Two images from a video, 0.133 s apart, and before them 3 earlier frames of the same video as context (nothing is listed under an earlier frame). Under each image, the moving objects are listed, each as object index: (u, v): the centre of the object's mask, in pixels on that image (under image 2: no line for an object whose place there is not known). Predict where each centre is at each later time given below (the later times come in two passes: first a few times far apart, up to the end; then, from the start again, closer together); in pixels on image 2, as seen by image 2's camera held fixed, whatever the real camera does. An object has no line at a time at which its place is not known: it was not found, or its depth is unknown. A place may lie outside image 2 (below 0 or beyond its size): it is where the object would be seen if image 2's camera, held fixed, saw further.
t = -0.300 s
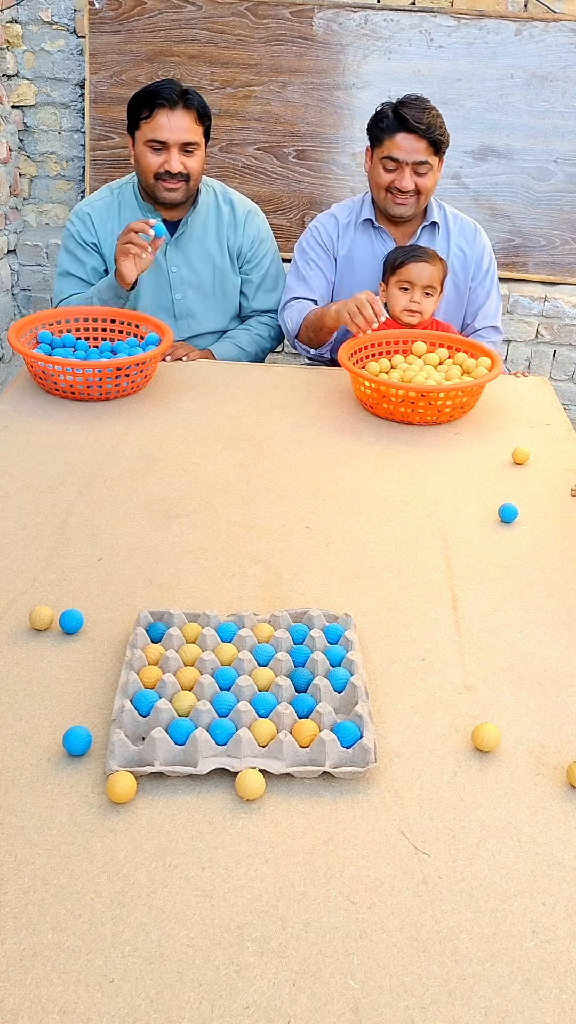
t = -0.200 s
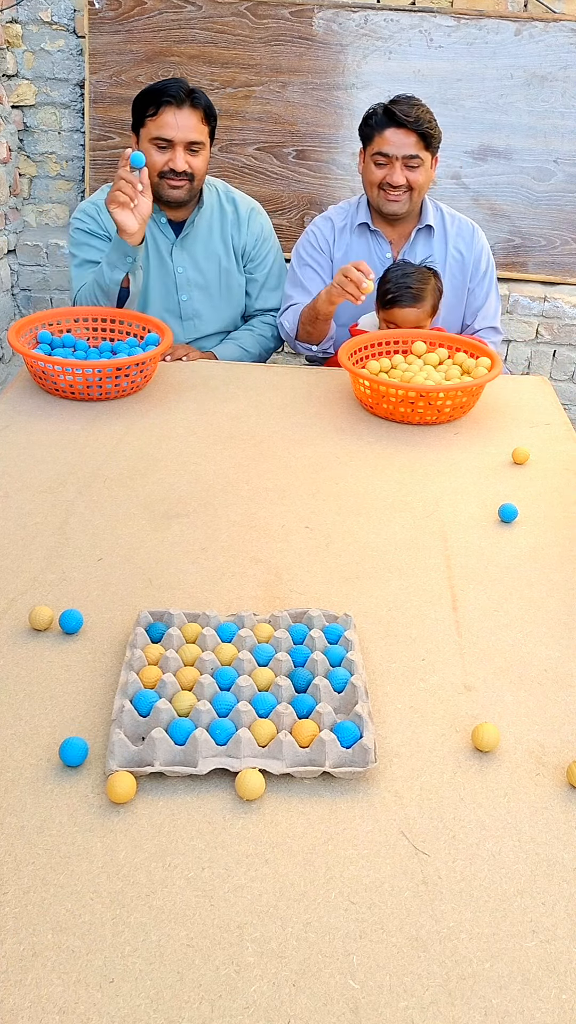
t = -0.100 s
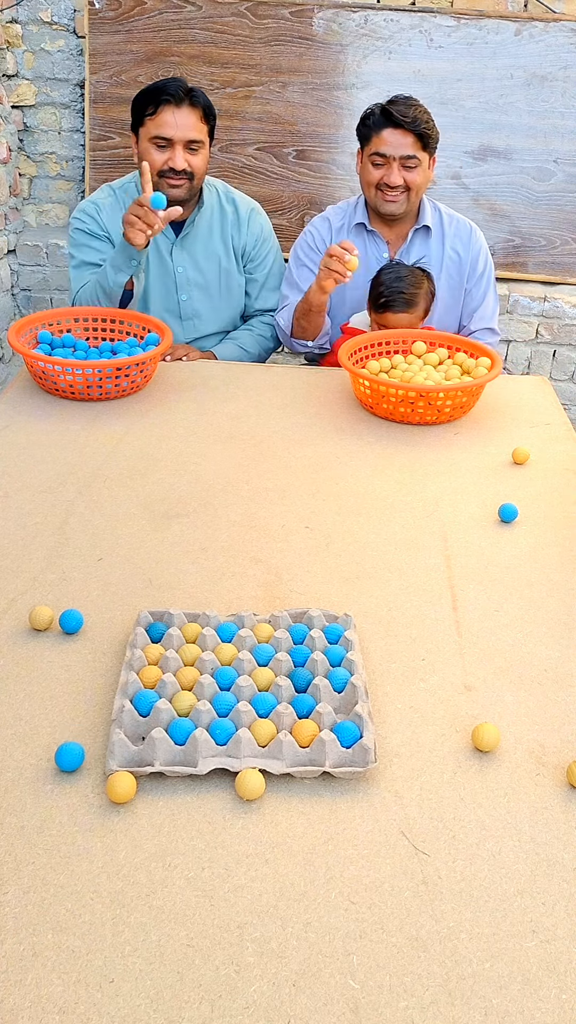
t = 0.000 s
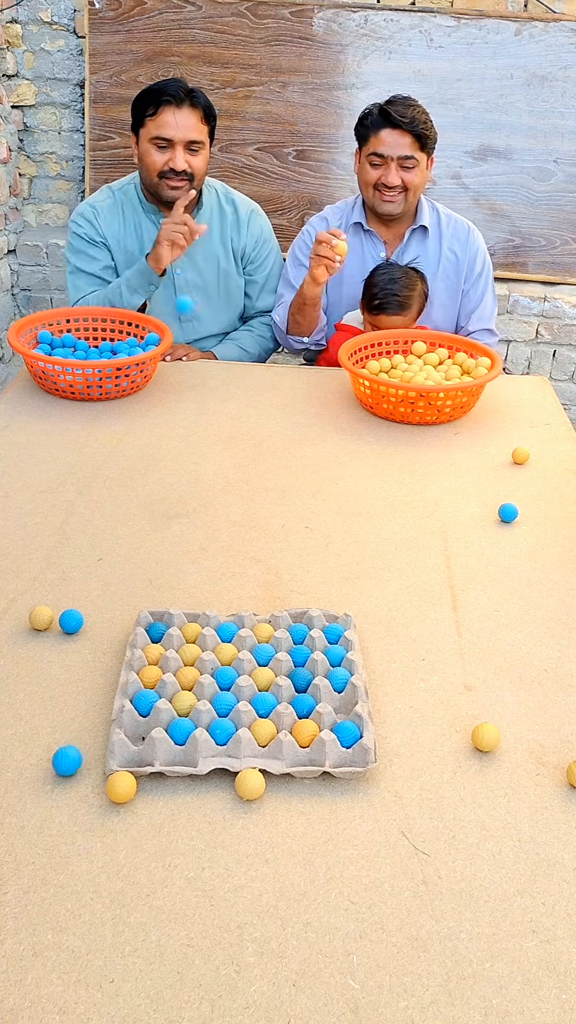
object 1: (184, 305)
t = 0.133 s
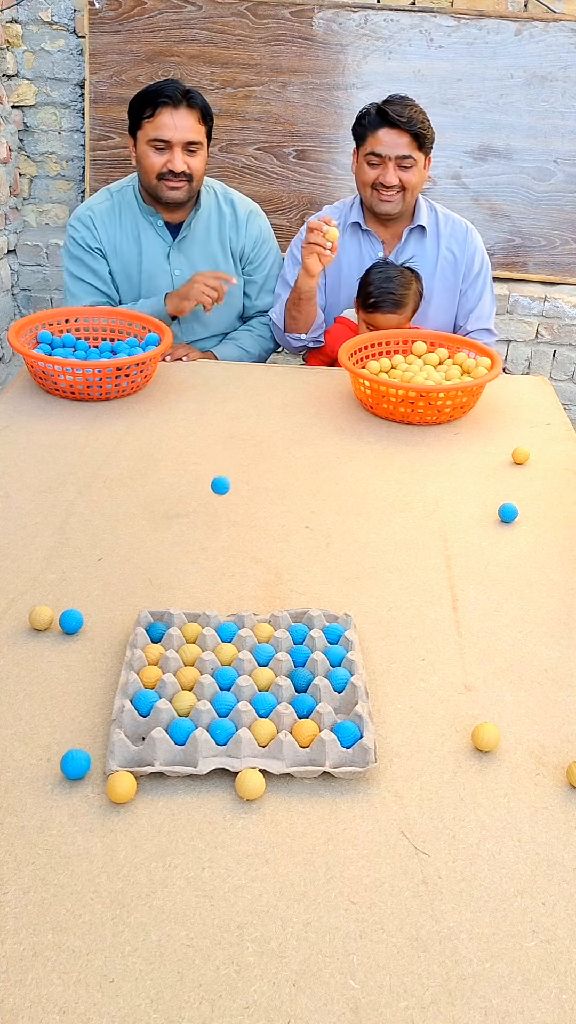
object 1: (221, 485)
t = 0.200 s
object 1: (225, 443)
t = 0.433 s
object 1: (252, 504)
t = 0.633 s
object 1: (266, 700)
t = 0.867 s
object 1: (348, 845)
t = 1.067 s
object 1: (484, 998)
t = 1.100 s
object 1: (510, 1013)
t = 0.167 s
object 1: (222, 461)
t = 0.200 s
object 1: (225, 443)
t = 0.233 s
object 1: (228, 430)
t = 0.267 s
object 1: (231, 424)
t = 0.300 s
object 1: (235, 424)
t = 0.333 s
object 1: (239, 433)
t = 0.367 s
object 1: (244, 448)
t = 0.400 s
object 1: (248, 471)
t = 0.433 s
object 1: (252, 504)
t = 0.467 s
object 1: (256, 542)
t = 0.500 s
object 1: (261, 591)
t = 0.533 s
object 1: (266, 643)
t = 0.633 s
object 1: (266, 700)
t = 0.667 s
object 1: (265, 730)
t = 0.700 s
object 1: (270, 756)
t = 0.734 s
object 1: (284, 755)
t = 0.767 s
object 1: (300, 767)
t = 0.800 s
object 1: (315, 784)
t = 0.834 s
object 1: (333, 811)
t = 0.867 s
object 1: (348, 845)
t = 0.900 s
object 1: (367, 870)
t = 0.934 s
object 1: (390, 880)
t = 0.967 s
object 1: (412, 895)
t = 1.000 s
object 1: (437, 920)
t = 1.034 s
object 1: (462, 956)
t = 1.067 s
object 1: (484, 998)
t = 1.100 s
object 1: (510, 1013)
